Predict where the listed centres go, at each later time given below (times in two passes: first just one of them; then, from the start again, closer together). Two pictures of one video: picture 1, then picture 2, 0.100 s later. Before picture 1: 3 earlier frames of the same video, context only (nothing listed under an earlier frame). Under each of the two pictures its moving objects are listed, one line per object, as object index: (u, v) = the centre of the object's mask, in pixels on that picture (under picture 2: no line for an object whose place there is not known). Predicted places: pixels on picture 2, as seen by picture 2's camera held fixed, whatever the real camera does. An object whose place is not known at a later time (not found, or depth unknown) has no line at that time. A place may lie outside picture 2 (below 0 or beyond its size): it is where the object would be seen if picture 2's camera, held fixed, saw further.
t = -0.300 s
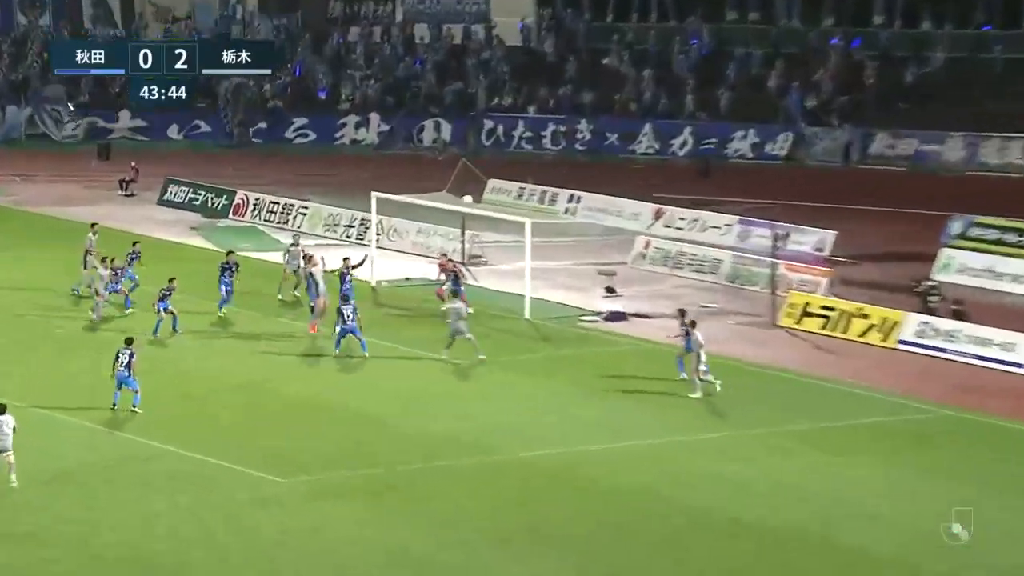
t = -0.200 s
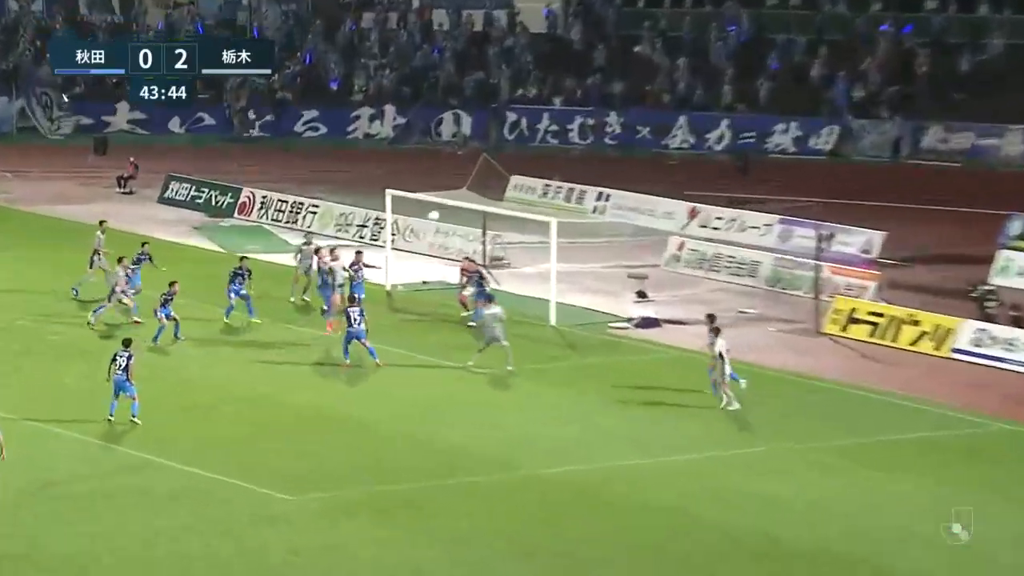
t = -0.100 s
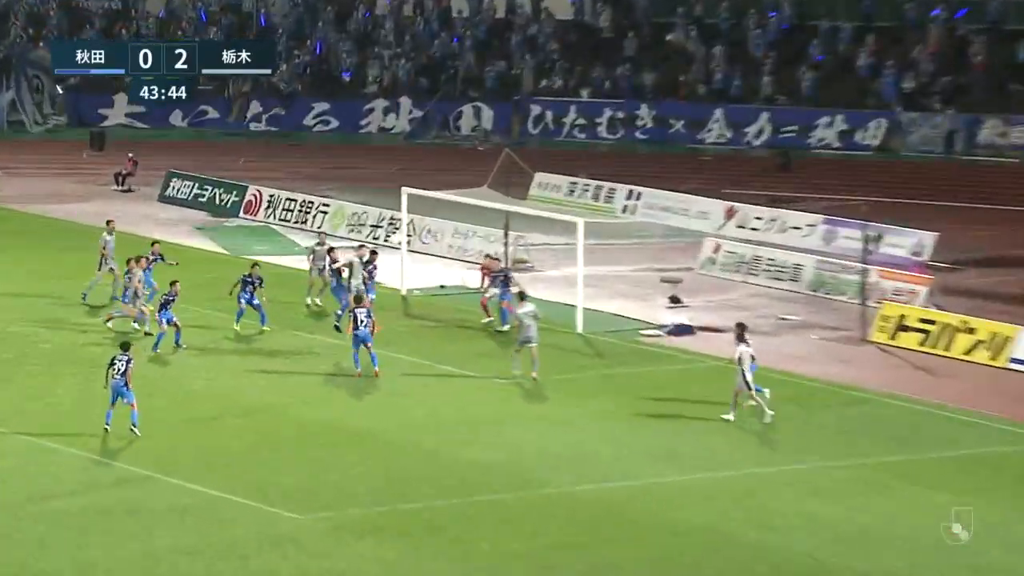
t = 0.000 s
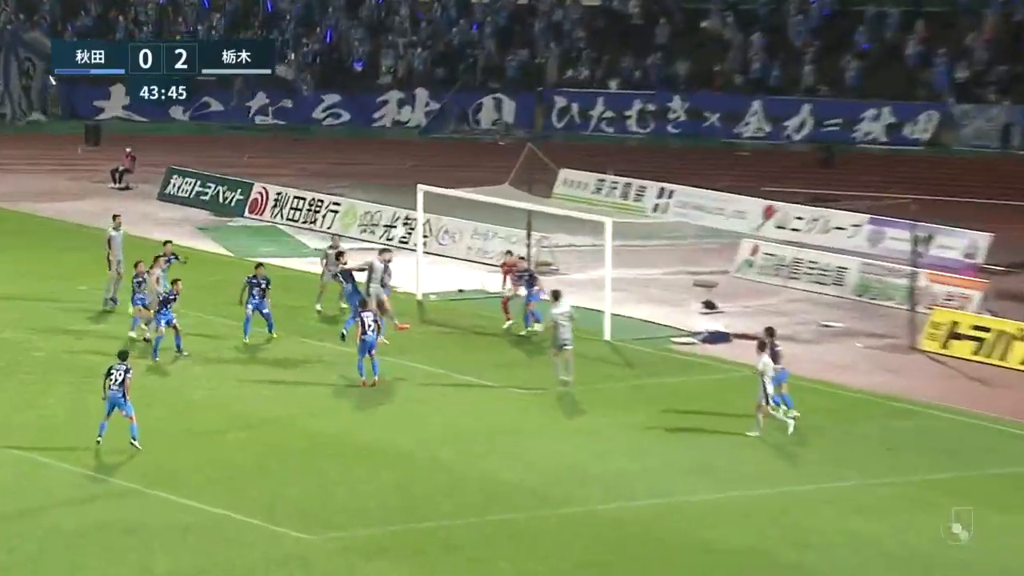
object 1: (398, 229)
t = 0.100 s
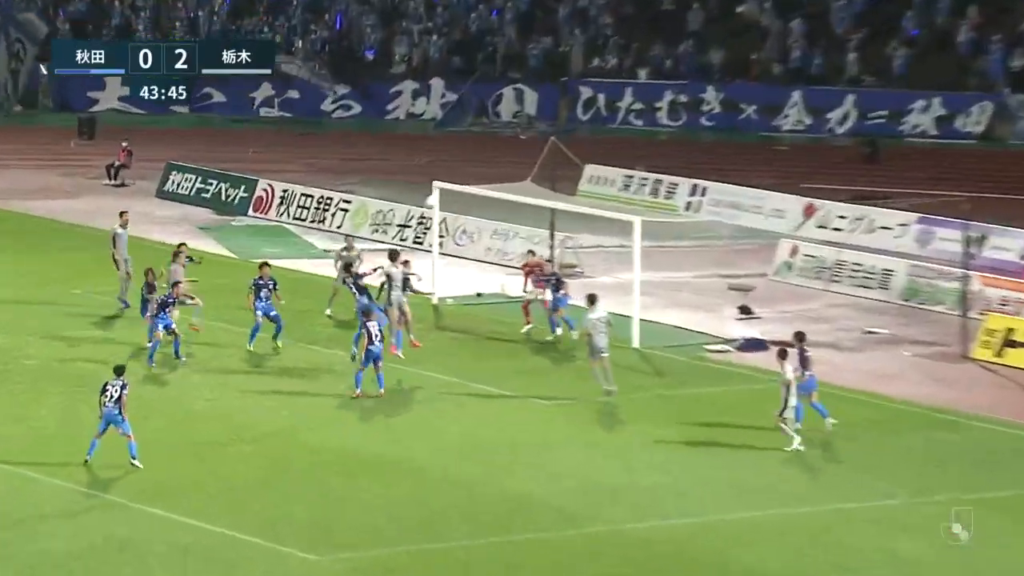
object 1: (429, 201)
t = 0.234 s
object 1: (460, 166)
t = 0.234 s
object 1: (460, 166)
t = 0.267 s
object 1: (467, 159)
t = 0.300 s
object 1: (473, 152)
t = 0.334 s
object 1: (480, 146)
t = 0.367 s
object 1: (487, 142)
